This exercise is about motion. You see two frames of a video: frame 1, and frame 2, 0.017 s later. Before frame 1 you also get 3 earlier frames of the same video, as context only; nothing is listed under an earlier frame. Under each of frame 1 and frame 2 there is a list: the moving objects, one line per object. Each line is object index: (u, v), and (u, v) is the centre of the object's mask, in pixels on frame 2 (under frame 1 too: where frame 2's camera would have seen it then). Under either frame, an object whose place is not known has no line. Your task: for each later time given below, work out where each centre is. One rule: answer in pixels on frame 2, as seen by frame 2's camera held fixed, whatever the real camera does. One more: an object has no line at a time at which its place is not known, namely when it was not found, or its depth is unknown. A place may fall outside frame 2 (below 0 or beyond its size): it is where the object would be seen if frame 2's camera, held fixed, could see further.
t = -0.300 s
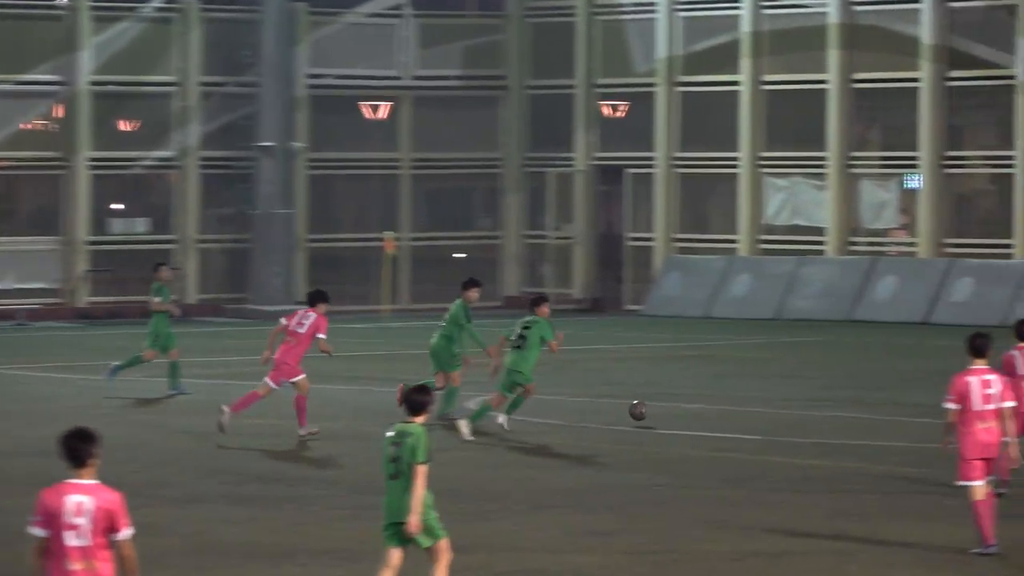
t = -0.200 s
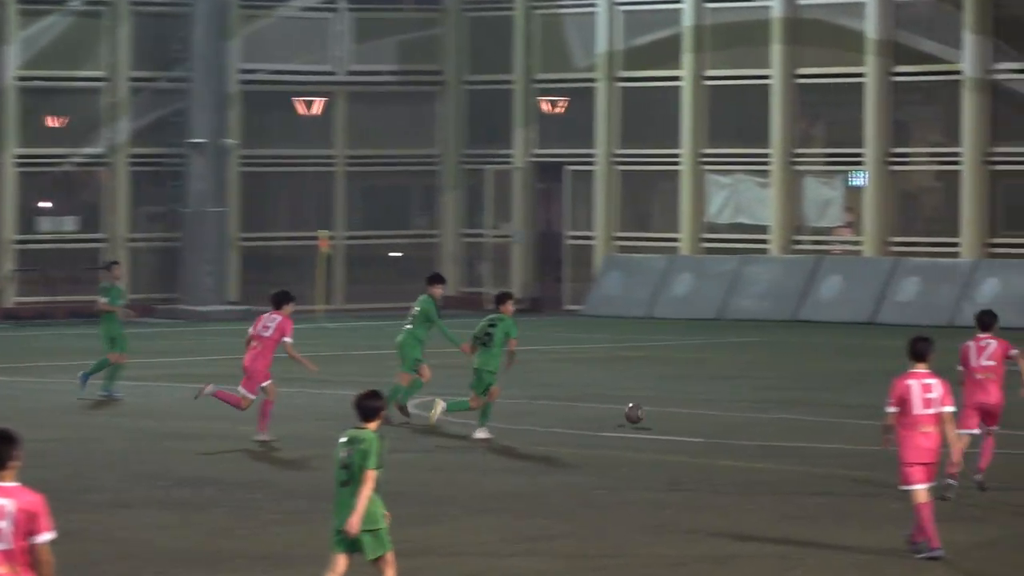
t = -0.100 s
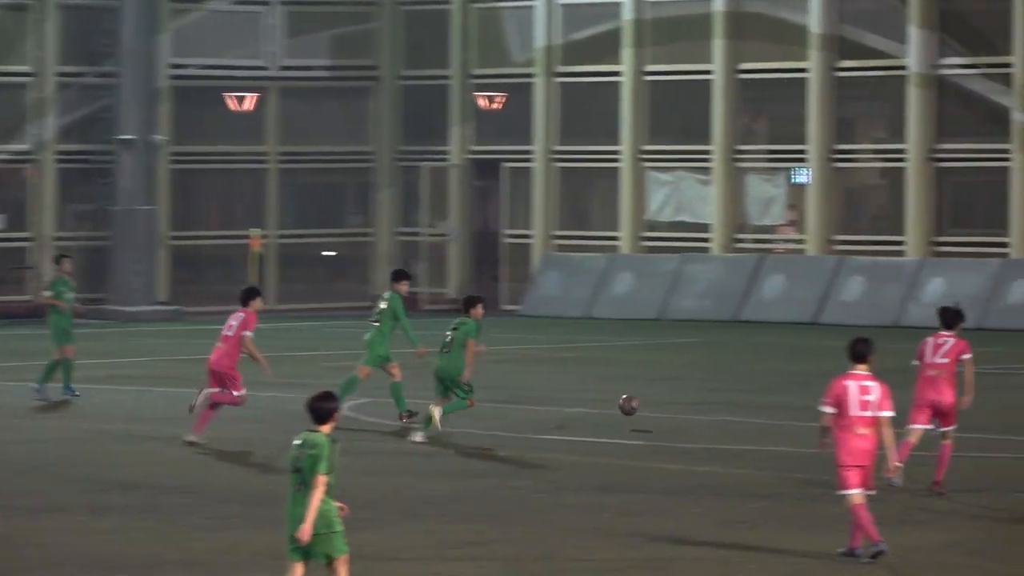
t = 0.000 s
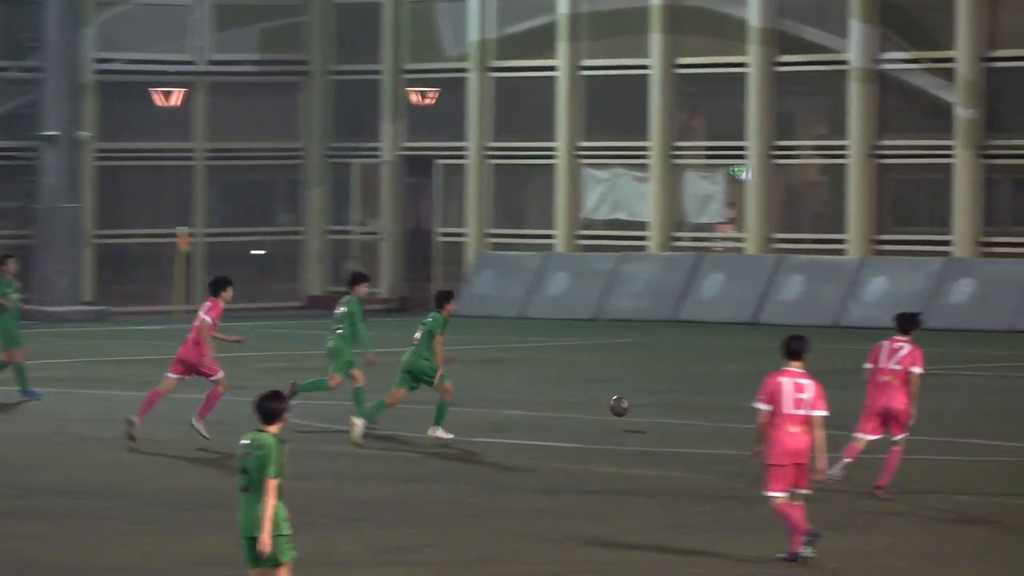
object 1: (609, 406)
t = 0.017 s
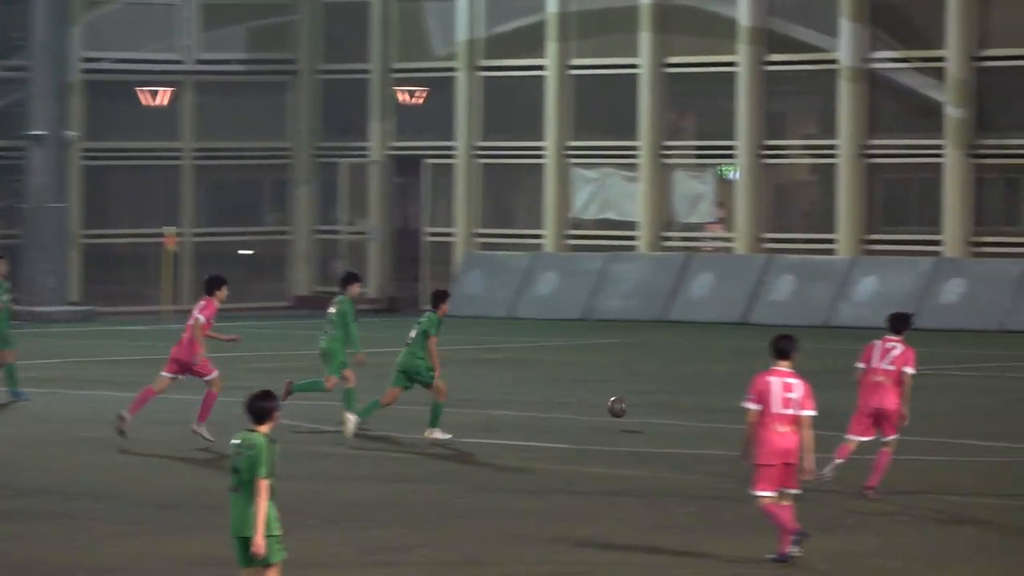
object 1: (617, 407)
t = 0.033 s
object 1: (626, 408)
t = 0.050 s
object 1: (635, 409)
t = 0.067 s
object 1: (643, 410)
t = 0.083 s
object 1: (653, 411)
